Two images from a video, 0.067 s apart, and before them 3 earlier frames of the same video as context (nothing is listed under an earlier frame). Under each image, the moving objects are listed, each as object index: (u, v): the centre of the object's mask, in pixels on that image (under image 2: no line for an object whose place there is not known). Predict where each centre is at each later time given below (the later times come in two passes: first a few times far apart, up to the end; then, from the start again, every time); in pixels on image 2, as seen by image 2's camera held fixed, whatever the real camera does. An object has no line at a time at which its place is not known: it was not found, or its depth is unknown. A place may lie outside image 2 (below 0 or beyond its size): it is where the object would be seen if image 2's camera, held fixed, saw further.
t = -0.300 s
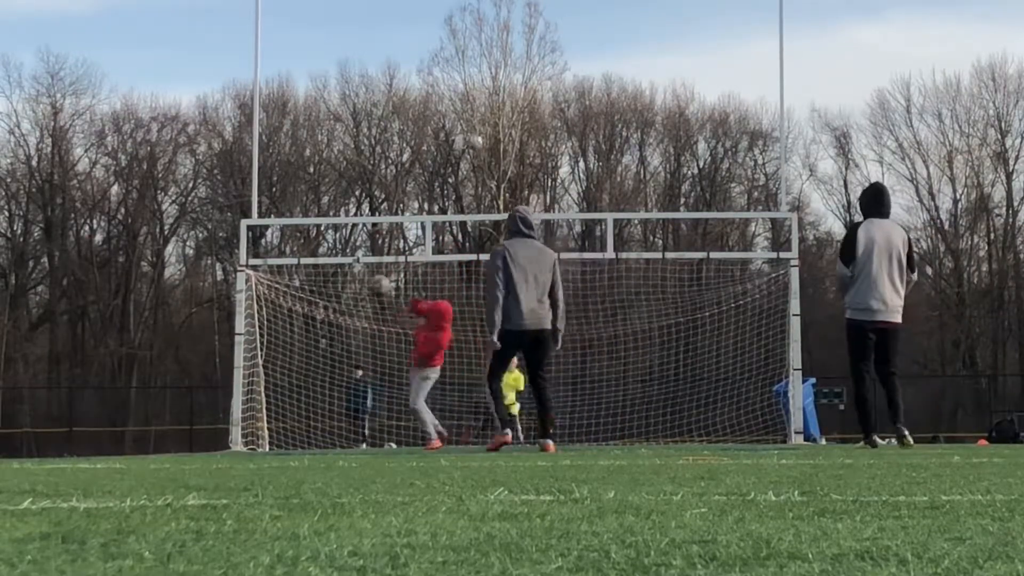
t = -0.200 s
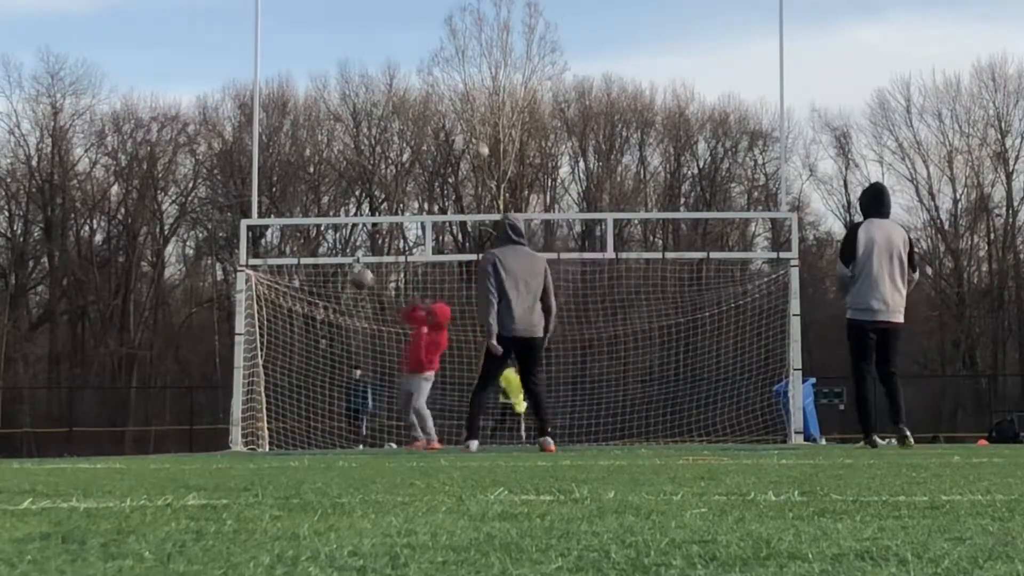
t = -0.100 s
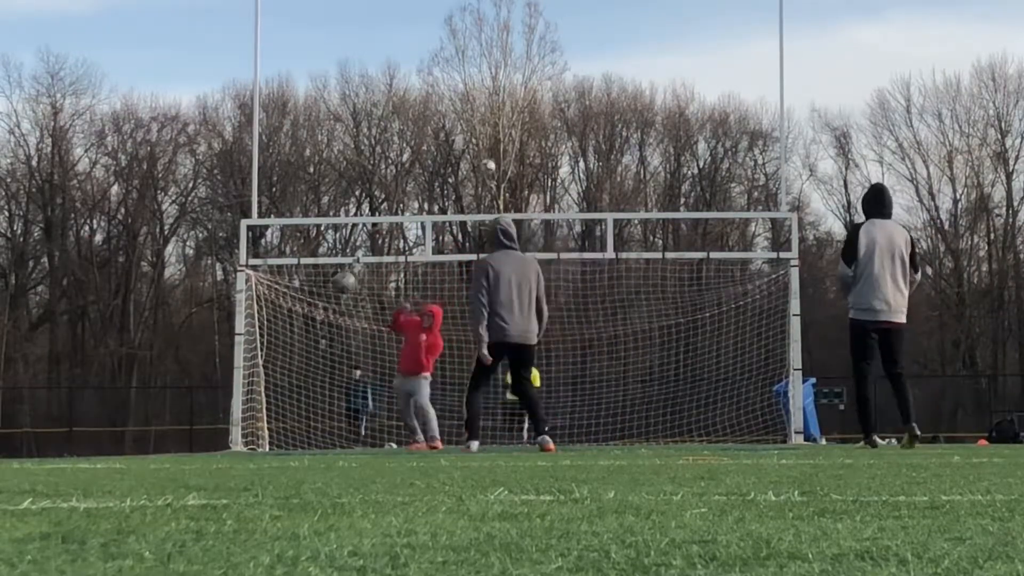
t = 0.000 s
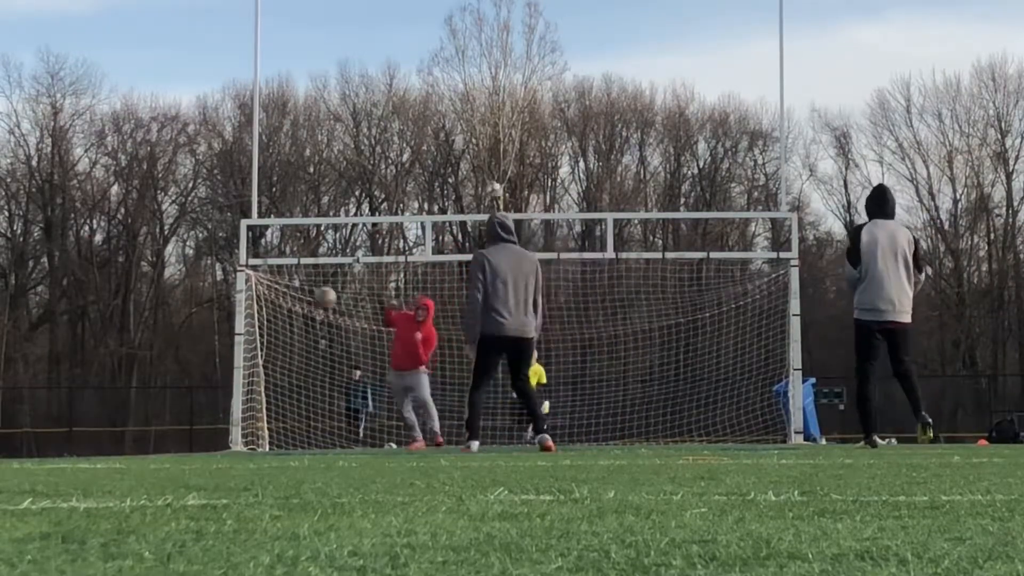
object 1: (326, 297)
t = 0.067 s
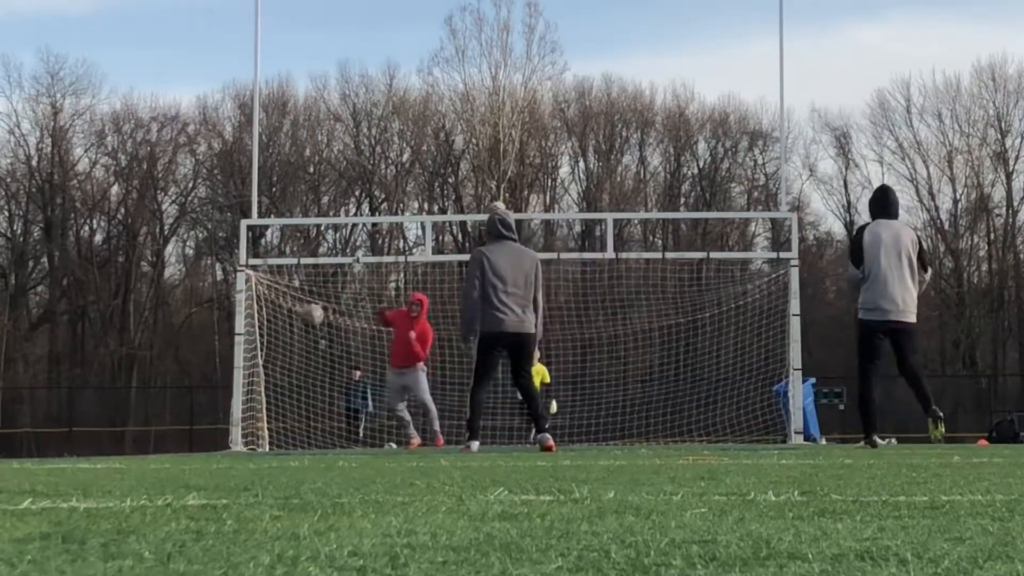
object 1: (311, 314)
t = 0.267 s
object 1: (268, 403)
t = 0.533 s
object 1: (212, 367)
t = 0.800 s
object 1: (149, 343)
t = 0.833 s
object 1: (138, 346)
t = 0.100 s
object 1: (306, 325)
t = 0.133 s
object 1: (298, 338)
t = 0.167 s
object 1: (291, 351)
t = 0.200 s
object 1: (284, 367)
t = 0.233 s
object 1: (276, 385)
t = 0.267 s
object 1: (268, 403)
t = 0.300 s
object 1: (261, 424)
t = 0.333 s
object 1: (253, 442)
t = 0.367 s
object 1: (248, 430)
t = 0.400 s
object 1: (241, 414)
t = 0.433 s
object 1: (233, 401)
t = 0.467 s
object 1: (226, 386)
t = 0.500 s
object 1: (220, 377)
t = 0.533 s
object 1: (212, 367)
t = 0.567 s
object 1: (205, 359)
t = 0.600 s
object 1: (198, 352)
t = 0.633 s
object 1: (190, 347)
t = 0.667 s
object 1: (181, 342)
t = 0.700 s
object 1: (173, 341)
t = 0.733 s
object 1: (165, 339)
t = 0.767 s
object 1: (157, 340)
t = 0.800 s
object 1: (149, 343)
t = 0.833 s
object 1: (138, 346)
